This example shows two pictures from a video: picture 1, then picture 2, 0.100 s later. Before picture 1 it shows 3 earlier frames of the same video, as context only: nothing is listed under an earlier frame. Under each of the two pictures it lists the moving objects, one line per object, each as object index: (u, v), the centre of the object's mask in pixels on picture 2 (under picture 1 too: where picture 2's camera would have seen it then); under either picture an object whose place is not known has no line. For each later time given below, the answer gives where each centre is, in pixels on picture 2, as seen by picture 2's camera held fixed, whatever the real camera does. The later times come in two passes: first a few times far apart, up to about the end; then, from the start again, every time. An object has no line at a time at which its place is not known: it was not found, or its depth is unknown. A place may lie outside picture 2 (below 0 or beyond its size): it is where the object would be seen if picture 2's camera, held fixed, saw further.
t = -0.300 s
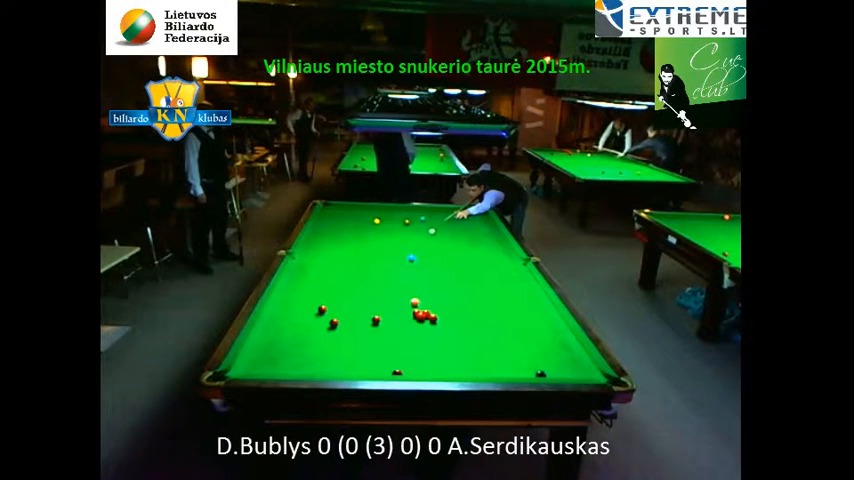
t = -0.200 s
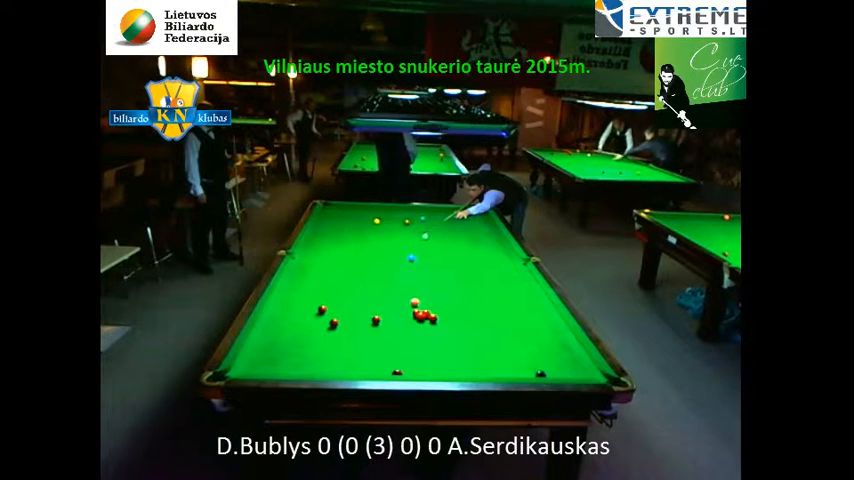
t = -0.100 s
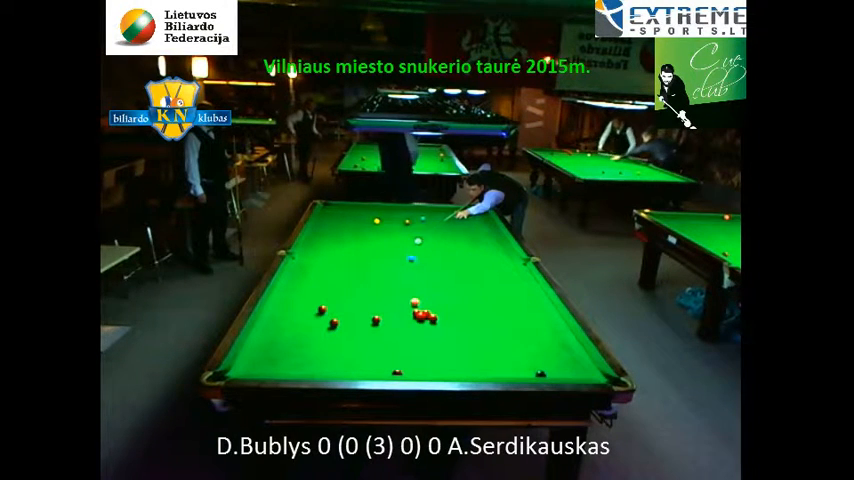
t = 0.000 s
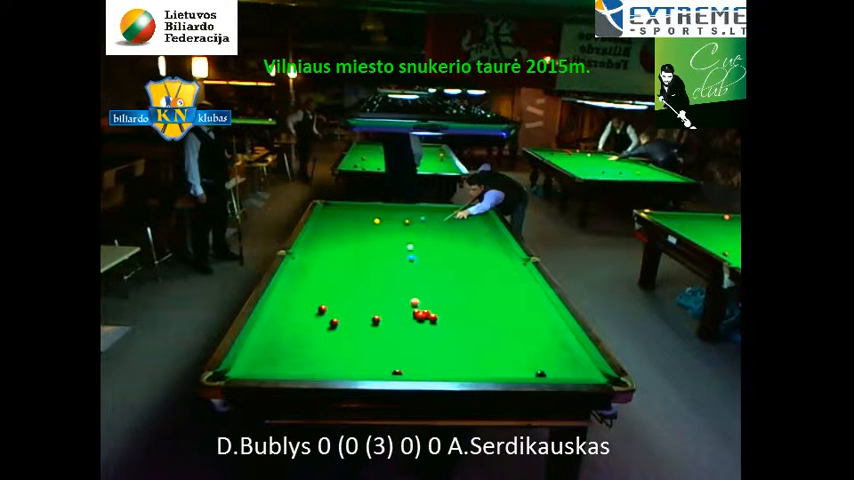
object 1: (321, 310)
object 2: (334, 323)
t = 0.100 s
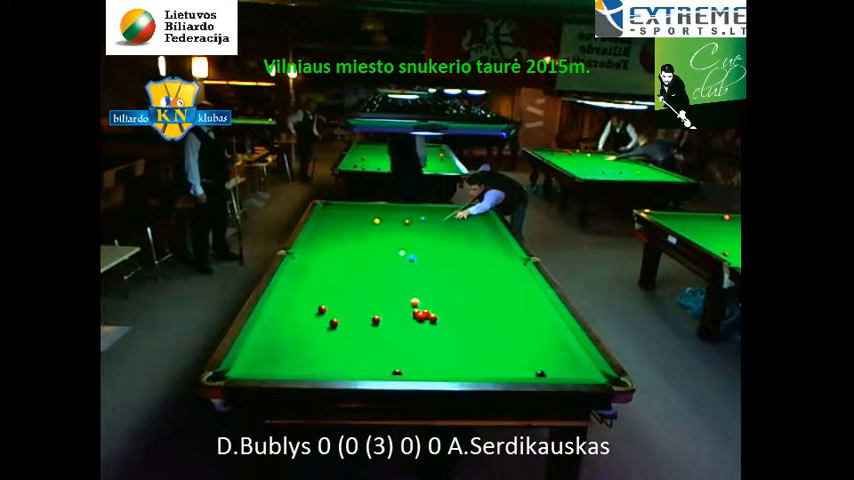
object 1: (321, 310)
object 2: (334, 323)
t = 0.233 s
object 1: (321, 310)
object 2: (333, 323)
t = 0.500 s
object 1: (321, 310)
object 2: (333, 323)
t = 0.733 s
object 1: (321, 310)
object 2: (333, 323)
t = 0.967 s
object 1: (289, 325)
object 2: (333, 323)
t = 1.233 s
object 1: (250, 343)
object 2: (334, 326)
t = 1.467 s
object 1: (259, 357)
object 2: (336, 331)
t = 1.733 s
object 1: (273, 369)
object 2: (339, 336)
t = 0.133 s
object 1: (321, 310)
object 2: (334, 323)
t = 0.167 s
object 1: (321, 310)
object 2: (334, 323)
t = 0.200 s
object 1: (321, 310)
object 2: (333, 323)
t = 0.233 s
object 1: (321, 310)
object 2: (333, 323)
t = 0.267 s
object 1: (321, 310)
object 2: (333, 323)
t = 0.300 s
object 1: (321, 310)
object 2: (333, 323)
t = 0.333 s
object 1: (321, 310)
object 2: (333, 323)
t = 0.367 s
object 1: (321, 310)
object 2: (333, 323)
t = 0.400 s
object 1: (321, 310)
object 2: (333, 323)
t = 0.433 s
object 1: (321, 310)
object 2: (333, 323)
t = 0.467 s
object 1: (321, 310)
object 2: (333, 323)
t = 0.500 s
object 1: (321, 310)
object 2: (333, 323)
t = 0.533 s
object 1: (321, 310)
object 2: (333, 323)
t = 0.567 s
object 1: (321, 310)
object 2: (333, 323)
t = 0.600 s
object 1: (321, 310)
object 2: (333, 323)
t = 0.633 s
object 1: (321, 310)
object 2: (333, 323)
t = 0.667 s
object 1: (321, 310)
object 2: (333, 323)
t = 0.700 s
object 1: (321, 310)
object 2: (333, 323)
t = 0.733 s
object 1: (321, 310)
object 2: (333, 323)
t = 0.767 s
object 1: (321, 311)
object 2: (334, 323)
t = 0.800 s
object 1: (315, 313)
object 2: (334, 323)
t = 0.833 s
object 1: (309, 316)
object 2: (334, 323)
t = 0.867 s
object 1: (303, 318)
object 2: (334, 323)
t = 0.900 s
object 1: (298, 320)
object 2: (333, 323)
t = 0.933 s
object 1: (294, 323)
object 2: (333, 323)
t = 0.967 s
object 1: (289, 325)
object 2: (333, 323)
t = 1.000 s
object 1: (284, 327)
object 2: (333, 324)
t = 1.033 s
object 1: (280, 329)
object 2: (333, 323)
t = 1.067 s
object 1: (275, 331)
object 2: (333, 323)
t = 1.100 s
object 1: (270, 334)
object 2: (333, 324)
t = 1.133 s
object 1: (265, 336)
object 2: (333, 324)
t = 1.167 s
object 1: (260, 338)
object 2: (333, 325)
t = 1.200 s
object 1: (255, 340)
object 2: (334, 325)
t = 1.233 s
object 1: (250, 343)
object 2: (334, 326)
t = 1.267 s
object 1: (251, 344)
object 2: (334, 327)
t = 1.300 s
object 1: (252, 346)
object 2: (335, 327)
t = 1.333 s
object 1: (254, 348)
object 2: (336, 328)
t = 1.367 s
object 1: (255, 351)
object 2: (336, 329)
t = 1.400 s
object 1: (256, 353)
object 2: (336, 330)
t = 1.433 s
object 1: (258, 355)
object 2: (336, 331)
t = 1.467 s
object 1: (259, 357)
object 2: (336, 331)
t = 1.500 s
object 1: (260, 359)
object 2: (337, 332)
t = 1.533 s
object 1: (262, 361)
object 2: (337, 333)
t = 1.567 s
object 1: (263, 363)
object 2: (338, 333)
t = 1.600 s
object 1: (265, 364)
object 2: (338, 334)
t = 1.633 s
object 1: (268, 366)
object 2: (338, 334)
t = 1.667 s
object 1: (270, 367)
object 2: (339, 335)
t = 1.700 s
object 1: (271, 368)
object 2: (339, 335)
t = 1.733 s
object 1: (273, 369)
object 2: (339, 336)
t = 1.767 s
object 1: (276, 369)
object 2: (340, 337)
